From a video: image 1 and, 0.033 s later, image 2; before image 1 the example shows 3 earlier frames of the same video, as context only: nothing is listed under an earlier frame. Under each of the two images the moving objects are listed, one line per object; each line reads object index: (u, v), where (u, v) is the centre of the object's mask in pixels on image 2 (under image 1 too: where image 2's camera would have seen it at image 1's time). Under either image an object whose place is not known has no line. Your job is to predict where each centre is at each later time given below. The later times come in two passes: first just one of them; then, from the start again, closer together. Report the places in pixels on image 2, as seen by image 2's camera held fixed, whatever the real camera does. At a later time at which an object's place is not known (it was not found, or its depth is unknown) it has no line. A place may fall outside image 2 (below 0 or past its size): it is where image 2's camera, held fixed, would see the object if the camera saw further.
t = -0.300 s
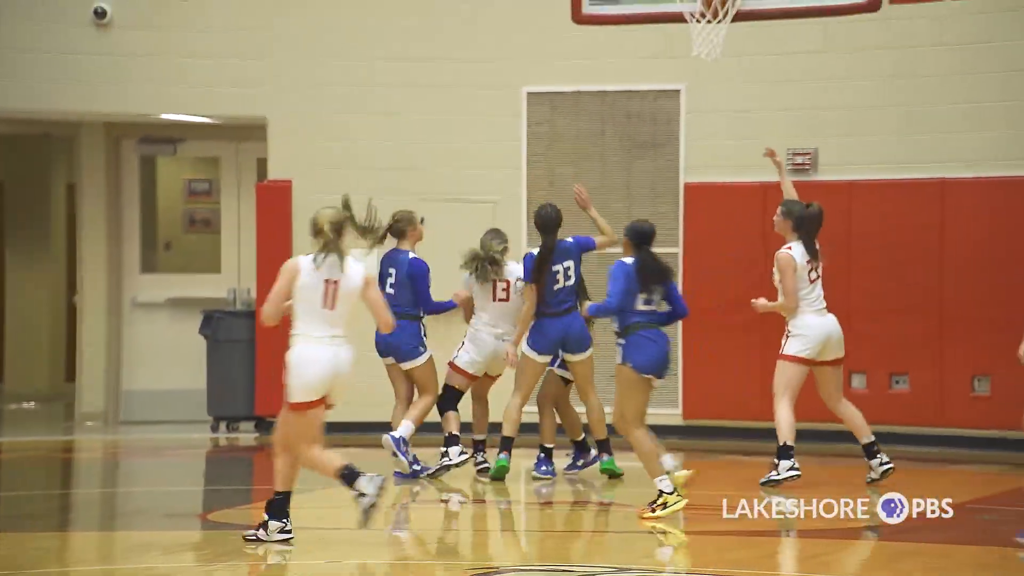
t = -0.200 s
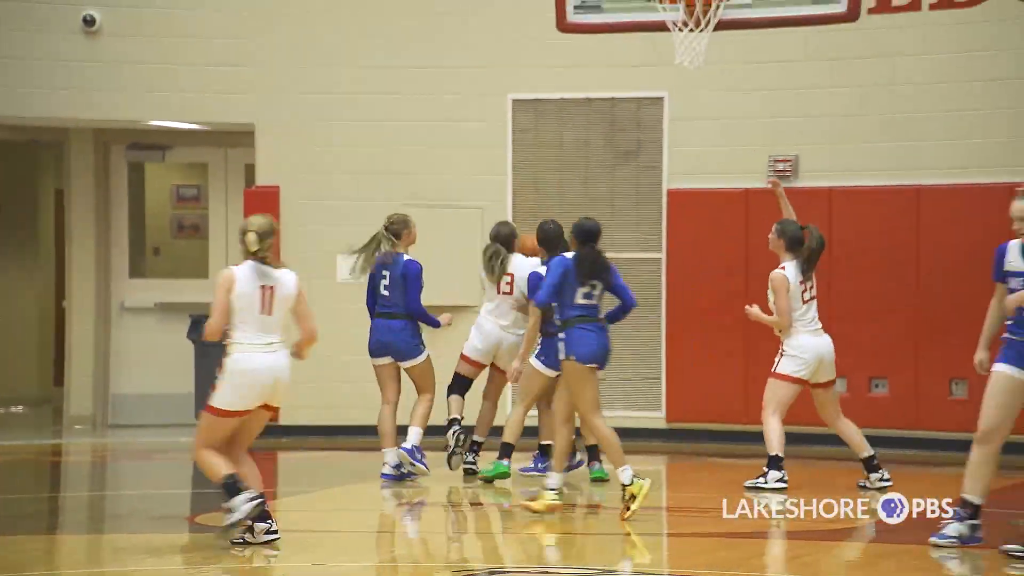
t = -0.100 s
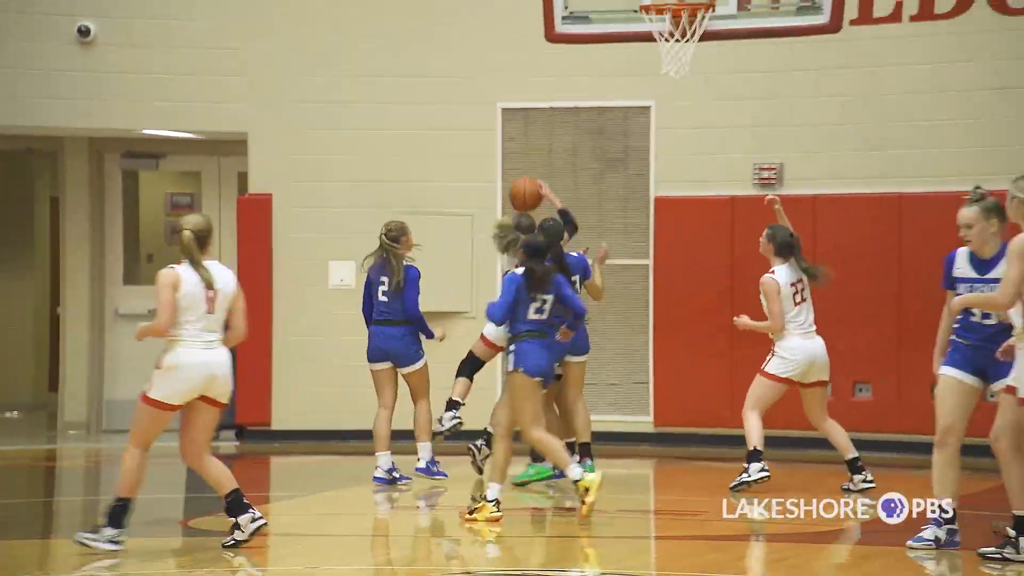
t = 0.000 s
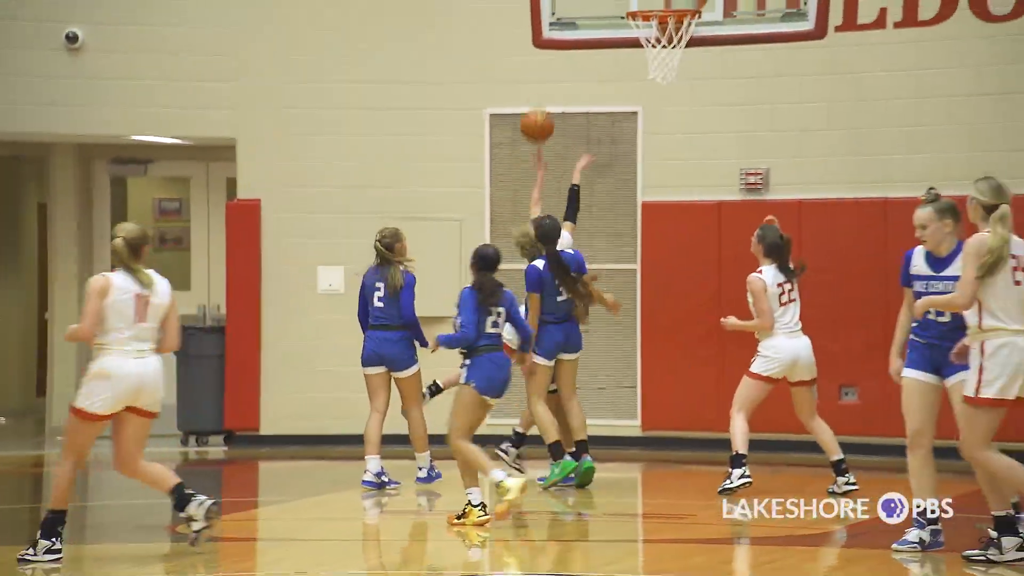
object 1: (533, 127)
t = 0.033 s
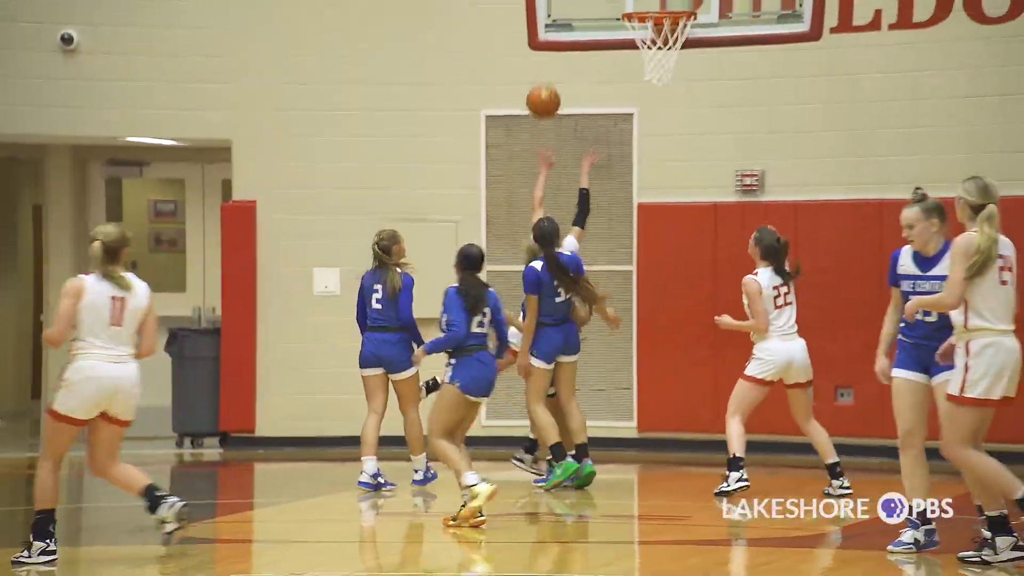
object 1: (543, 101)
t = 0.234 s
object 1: (605, -11)
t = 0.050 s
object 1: (548, 89)
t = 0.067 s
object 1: (553, 77)
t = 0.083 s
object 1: (558, 65)
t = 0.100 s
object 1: (563, 54)
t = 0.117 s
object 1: (568, 43)
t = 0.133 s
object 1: (574, 33)
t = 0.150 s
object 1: (579, 22)
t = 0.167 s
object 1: (584, 13)
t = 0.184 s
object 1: (589, 4)
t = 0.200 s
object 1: (594, -2)
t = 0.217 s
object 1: (599, -7)
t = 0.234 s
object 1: (605, -11)
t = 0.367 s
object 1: (629, -34)
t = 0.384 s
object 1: (631, -35)
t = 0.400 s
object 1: (634, -36)
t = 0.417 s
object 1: (636, -36)
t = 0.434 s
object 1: (638, -38)
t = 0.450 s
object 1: (641, -39)
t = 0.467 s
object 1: (643, -39)
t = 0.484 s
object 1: (645, -39)
